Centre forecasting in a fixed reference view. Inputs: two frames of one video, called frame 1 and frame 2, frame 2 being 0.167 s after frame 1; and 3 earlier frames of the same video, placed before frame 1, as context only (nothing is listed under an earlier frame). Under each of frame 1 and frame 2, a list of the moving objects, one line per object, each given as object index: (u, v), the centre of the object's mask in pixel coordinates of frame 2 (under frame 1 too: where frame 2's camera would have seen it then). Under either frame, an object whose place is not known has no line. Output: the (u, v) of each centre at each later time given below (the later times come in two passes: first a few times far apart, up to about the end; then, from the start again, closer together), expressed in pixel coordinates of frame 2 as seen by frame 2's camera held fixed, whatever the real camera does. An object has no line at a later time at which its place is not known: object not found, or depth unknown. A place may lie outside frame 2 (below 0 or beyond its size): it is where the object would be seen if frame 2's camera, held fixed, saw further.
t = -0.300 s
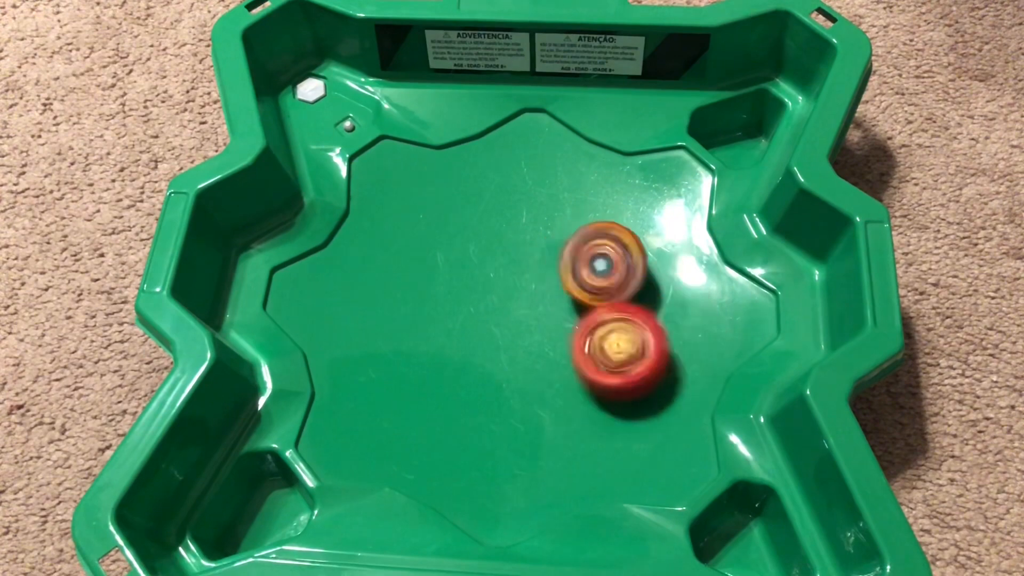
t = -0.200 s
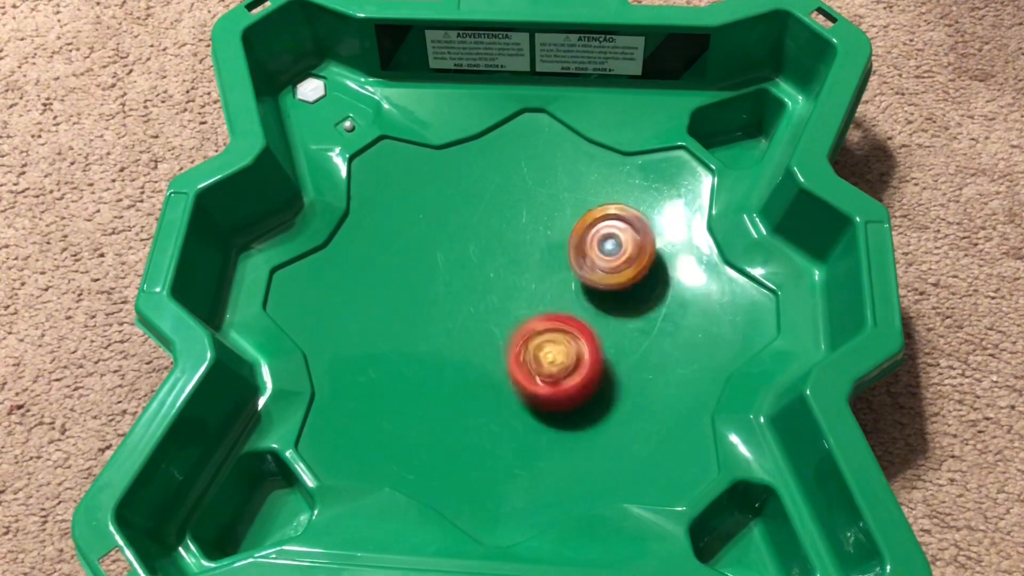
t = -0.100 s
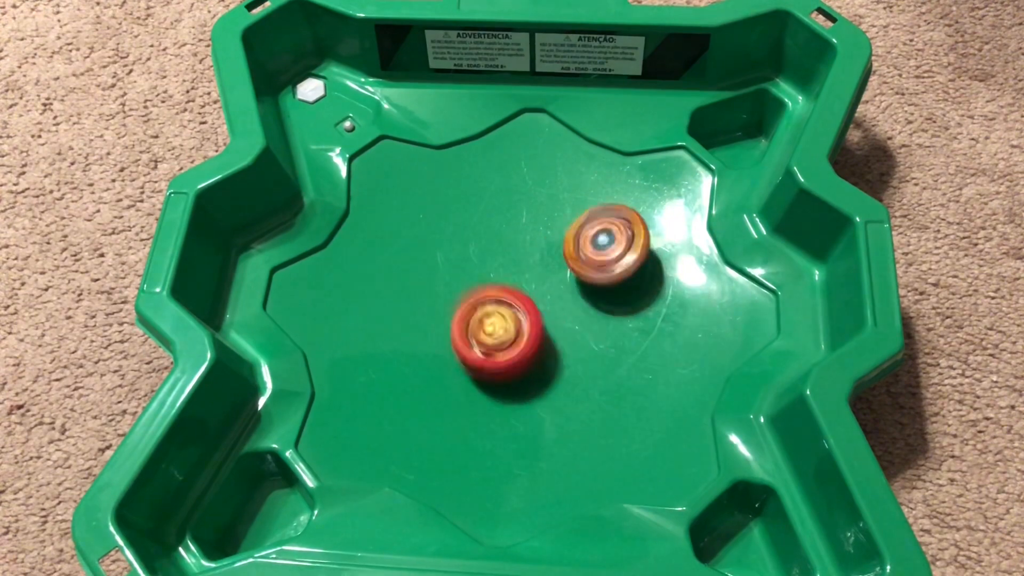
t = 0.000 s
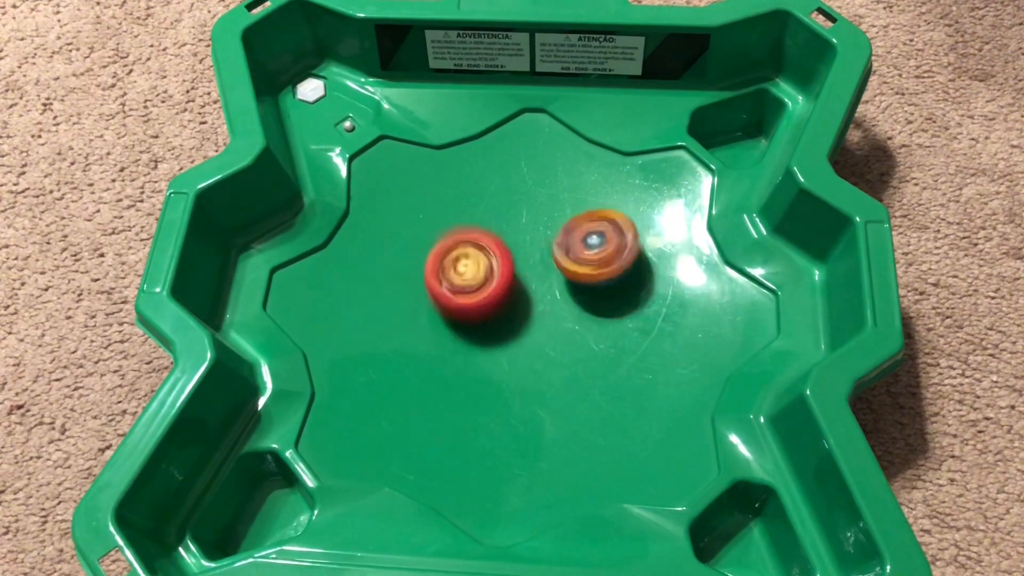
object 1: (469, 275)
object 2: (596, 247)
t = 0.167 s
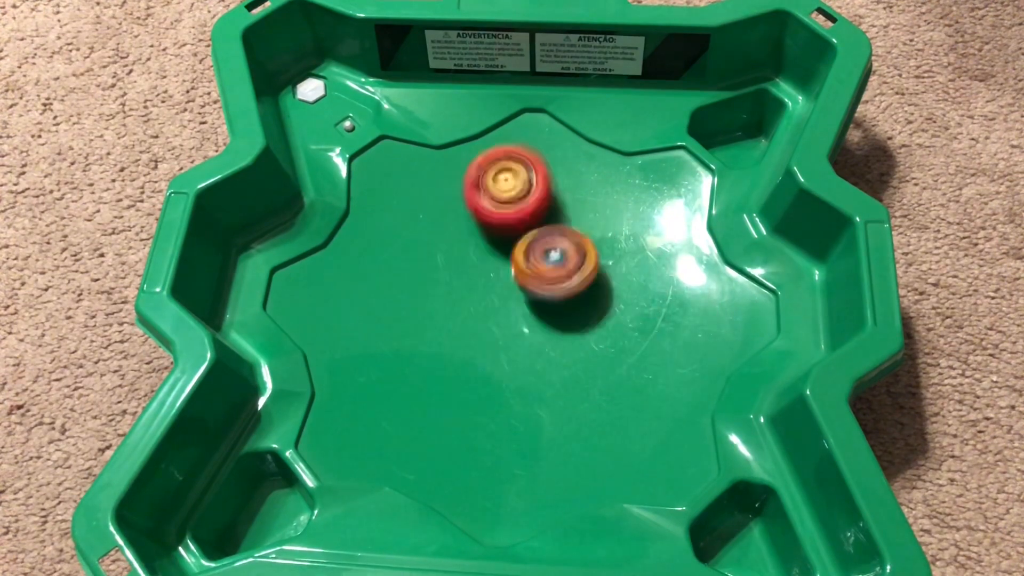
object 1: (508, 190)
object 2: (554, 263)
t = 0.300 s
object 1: (567, 191)
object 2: (526, 276)
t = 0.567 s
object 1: (644, 281)
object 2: (438, 336)
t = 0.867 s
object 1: (529, 337)
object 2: (405, 329)
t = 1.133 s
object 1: (534, 297)
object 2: (425, 323)
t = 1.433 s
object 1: (549, 277)
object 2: (484, 341)
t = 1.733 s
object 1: (570, 243)
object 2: (511, 388)
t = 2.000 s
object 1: (541, 286)
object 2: (517, 381)
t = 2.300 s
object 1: (457, 249)
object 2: (537, 369)
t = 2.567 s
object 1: (496, 269)
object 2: (553, 361)
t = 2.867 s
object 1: (464, 295)
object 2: (583, 384)
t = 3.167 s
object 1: (478, 304)
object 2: (563, 347)
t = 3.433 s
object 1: (457, 300)
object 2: (605, 302)
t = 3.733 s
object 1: (504, 311)
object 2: (596, 297)
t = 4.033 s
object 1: (461, 332)
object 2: (593, 296)
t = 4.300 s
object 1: (482, 308)
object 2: (583, 283)
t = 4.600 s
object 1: (474, 328)
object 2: (616, 263)
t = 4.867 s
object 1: (491, 332)
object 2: (574, 287)
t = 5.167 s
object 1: (497, 350)
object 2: (572, 279)
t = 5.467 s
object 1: (501, 347)
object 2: (572, 267)
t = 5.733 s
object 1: (508, 336)
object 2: (562, 264)
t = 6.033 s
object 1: (455, 352)
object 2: (586, 208)
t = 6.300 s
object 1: (498, 315)
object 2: (542, 230)
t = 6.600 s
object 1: (530, 329)
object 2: (515, 237)
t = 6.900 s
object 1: (553, 355)
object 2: (498, 255)
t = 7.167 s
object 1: (525, 356)
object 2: (491, 267)
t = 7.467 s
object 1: (525, 347)
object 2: (485, 266)
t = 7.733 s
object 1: (543, 345)
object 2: (492, 270)
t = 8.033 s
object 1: (553, 342)
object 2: (483, 274)
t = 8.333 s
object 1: (546, 335)
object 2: (464, 247)
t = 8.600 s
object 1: (536, 334)
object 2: (478, 270)
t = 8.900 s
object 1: (536, 347)
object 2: (473, 273)
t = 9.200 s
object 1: (534, 334)
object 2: (464, 277)
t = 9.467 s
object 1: (538, 340)
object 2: (479, 280)
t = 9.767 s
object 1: (537, 340)
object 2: (478, 280)
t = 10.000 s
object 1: (538, 340)
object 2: (478, 280)
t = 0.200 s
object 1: (522, 182)
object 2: (547, 269)
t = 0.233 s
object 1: (537, 179)
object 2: (540, 272)
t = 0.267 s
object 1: (553, 182)
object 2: (534, 274)
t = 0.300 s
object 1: (567, 191)
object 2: (526, 276)
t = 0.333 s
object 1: (578, 206)
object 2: (519, 275)
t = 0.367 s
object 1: (585, 224)
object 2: (513, 276)
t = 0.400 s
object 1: (598, 232)
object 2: (497, 287)
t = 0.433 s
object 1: (615, 236)
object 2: (476, 303)
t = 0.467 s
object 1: (627, 243)
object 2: (459, 315)
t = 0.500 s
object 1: (637, 255)
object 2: (449, 327)
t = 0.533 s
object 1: (642, 266)
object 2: (440, 332)
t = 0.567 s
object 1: (644, 281)
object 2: (438, 336)
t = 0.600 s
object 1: (641, 297)
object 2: (436, 336)
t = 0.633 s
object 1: (631, 313)
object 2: (438, 336)
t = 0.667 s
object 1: (617, 328)
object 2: (439, 337)
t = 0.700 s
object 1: (596, 340)
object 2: (441, 337)
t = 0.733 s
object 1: (574, 346)
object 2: (443, 339)
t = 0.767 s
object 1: (552, 347)
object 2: (444, 338)
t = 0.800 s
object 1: (534, 347)
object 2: (440, 338)
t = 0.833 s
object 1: (531, 343)
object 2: (421, 333)
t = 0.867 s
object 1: (529, 337)
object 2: (405, 329)
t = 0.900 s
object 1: (527, 332)
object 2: (400, 325)
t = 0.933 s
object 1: (526, 326)
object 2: (400, 323)
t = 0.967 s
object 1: (527, 320)
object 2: (404, 322)
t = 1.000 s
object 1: (529, 315)
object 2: (408, 324)
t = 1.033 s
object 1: (531, 310)
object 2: (410, 324)
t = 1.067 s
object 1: (532, 306)
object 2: (414, 326)
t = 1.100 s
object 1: (532, 301)
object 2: (417, 323)
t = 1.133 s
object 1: (534, 297)
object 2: (425, 323)
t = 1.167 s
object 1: (535, 293)
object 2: (432, 321)
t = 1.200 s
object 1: (536, 290)
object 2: (444, 320)
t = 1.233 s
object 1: (538, 287)
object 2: (452, 321)
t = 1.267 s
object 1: (542, 283)
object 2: (456, 322)
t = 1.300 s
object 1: (544, 280)
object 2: (459, 327)
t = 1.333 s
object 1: (546, 279)
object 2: (467, 328)
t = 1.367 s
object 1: (547, 278)
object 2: (472, 333)
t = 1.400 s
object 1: (548, 276)
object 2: (479, 335)
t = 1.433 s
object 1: (549, 277)
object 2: (484, 341)
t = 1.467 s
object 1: (549, 278)
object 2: (488, 343)
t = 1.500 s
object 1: (547, 278)
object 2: (493, 349)
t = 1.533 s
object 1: (548, 268)
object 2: (496, 361)
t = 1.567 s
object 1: (551, 258)
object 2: (501, 370)
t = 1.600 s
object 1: (556, 250)
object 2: (503, 375)
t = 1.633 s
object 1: (561, 245)
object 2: (509, 382)
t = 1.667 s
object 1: (566, 242)
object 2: (508, 385)
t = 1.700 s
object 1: (570, 242)
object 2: (511, 386)
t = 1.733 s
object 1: (570, 243)
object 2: (511, 388)
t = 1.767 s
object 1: (572, 244)
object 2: (511, 388)
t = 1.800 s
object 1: (573, 247)
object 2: (511, 388)
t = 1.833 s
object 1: (572, 253)
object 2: (514, 387)
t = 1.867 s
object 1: (570, 257)
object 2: (514, 387)
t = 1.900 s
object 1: (566, 265)
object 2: (515, 386)
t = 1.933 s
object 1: (559, 272)
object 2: (515, 384)
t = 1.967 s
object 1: (550, 279)
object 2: (517, 383)
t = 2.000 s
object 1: (541, 286)
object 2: (517, 381)
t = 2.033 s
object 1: (527, 292)
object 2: (519, 379)
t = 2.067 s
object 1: (511, 291)
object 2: (519, 378)
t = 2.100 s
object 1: (497, 289)
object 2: (522, 376)
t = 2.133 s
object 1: (484, 285)
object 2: (523, 376)
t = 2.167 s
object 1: (472, 278)
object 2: (526, 374)
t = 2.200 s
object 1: (465, 269)
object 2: (528, 372)
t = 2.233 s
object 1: (458, 261)
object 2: (532, 371)
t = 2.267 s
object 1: (455, 252)
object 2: (533, 370)
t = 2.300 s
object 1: (457, 249)
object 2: (537, 369)
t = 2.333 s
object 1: (457, 246)
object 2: (538, 368)
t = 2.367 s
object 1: (460, 243)
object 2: (541, 367)
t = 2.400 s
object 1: (465, 244)
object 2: (543, 366)
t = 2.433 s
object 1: (469, 246)
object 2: (546, 365)
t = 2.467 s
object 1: (476, 248)
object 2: (547, 364)
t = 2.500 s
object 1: (483, 252)
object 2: (550, 363)
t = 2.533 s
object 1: (489, 260)
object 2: (550, 363)
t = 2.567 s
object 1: (496, 269)
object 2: (553, 361)
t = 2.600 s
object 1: (501, 280)
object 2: (553, 361)
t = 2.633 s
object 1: (502, 291)
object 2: (555, 359)
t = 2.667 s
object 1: (496, 295)
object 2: (566, 371)
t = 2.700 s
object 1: (488, 295)
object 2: (579, 382)
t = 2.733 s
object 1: (481, 295)
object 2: (582, 388)
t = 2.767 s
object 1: (476, 296)
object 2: (583, 388)
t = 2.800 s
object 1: (469, 295)
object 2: (582, 388)
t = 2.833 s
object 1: (467, 295)
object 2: (583, 385)
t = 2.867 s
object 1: (464, 295)
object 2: (583, 384)
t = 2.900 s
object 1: (462, 294)
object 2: (583, 382)
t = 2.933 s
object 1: (462, 295)
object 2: (582, 380)
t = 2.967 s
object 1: (460, 295)
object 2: (581, 378)
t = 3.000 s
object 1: (462, 297)
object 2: (580, 376)
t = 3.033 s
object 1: (463, 298)
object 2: (579, 374)
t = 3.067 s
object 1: (466, 299)
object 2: (574, 369)
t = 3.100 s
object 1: (469, 301)
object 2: (571, 364)
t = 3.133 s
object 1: (472, 301)
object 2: (566, 356)
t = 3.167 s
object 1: (478, 304)
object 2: (563, 347)
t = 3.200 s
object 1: (477, 305)
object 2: (567, 340)
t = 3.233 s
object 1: (472, 305)
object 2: (579, 333)
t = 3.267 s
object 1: (466, 305)
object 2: (585, 329)
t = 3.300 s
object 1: (462, 304)
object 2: (591, 321)
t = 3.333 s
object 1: (459, 304)
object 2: (594, 316)
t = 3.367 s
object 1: (457, 302)
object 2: (600, 309)
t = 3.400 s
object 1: (457, 301)
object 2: (601, 306)
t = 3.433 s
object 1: (457, 300)
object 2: (605, 302)
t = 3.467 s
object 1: (459, 300)
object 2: (605, 302)
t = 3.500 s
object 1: (460, 300)
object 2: (605, 301)
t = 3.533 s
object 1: (466, 299)
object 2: (603, 301)
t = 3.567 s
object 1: (469, 299)
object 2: (603, 298)
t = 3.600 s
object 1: (476, 300)
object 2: (602, 299)
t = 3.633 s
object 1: (482, 303)
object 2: (602, 297)
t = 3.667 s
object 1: (490, 304)
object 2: (600, 298)
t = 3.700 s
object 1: (497, 308)
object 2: (598, 297)
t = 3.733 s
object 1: (504, 311)
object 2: (596, 297)
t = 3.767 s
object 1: (507, 318)
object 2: (601, 298)
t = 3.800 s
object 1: (507, 321)
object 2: (600, 301)
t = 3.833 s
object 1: (501, 328)
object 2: (603, 300)
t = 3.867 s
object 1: (491, 331)
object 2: (606, 300)
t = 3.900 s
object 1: (483, 336)
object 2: (603, 302)
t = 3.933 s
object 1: (474, 336)
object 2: (599, 300)
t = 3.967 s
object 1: (469, 336)
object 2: (596, 299)
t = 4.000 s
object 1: (463, 335)
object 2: (594, 296)
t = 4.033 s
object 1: (461, 332)
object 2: (593, 296)
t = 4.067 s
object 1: (457, 331)
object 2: (591, 294)
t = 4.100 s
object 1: (457, 328)
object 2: (590, 293)
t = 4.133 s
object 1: (457, 325)
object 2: (588, 291)
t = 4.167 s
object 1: (460, 322)
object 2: (588, 290)
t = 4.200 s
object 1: (461, 318)
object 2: (585, 288)
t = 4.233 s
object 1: (468, 314)
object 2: (585, 287)
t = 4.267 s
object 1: (472, 311)
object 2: (583, 285)
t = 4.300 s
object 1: (482, 308)
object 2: (583, 283)
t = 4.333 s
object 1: (490, 306)
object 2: (582, 282)
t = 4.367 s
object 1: (493, 308)
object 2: (592, 279)
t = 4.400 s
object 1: (488, 313)
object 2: (600, 274)
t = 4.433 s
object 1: (486, 317)
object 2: (607, 268)
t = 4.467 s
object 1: (481, 320)
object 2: (612, 264)
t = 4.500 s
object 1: (479, 323)
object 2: (616, 260)
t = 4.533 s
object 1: (476, 325)
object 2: (618, 261)
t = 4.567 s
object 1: (475, 328)
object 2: (617, 262)
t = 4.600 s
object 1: (474, 328)
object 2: (616, 263)
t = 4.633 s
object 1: (473, 330)
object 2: (612, 263)
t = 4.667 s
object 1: (474, 330)
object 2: (609, 264)
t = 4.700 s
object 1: (474, 331)
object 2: (605, 266)
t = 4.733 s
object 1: (478, 331)
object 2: (603, 269)
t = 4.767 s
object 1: (480, 331)
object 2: (597, 275)
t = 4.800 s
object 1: (485, 330)
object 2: (590, 279)
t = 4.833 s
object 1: (488, 330)
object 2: (581, 285)
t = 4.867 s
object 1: (491, 332)
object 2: (574, 287)
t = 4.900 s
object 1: (491, 335)
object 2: (575, 287)
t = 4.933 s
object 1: (493, 338)
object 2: (574, 287)
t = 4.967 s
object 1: (495, 339)
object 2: (573, 286)
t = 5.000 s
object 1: (495, 342)
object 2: (573, 286)
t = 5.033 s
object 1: (496, 343)
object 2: (573, 287)
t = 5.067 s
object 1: (496, 345)
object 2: (570, 286)
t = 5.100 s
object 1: (498, 346)
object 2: (568, 284)
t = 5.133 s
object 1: (497, 348)
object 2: (570, 280)
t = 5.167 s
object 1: (497, 350)
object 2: (572, 279)
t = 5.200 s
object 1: (497, 350)
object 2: (571, 281)
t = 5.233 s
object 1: (496, 352)
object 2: (568, 281)
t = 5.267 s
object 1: (497, 350)
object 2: (566, 278)
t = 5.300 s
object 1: (497, 349)
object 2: (566, 277)
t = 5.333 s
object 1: (500, 348)
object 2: (566, 276)
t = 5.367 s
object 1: (502, 346)
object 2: (566, 276)
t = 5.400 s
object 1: (504, 344)
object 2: (564, 276)
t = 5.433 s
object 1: (503, 346)
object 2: (570, 270)
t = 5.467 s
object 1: (501, 347)
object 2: (572, 267)
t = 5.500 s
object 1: (501, 347)
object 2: (574, 266)
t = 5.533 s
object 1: (499, 346)
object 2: (573, 267)
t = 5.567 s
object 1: (500, 347)
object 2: (569, 267)
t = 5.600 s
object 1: (501, 345)
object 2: (567, 265)
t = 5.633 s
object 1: (501, 344)
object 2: (566, 265)
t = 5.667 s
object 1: (504, 341)
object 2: (565, 264)
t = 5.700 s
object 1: (505, 338)
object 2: (564, 265)
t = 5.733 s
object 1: (508, 336)
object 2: (562, 264)
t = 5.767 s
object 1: (499, 343)
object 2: (571, 251)
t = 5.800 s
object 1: (486, 356)
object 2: (587, 230)
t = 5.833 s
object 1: (480, 364)
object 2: (595, 217)
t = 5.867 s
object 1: (472, 367)
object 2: (602, 210)
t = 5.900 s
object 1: (463, 367)
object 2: (603, 208)
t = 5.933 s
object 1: (459, 366)
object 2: (599, 207)
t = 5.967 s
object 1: (456, 362)
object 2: (596, 206)
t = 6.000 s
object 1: (453, 357)
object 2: (592, 206)
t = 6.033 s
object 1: (455, 352)
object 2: (586, 208)
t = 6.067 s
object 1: (457, 346)
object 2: (580, 209)
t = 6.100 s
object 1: (460, 341)
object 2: (577, 212)
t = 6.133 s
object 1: (467, 332)
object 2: (572, 217)
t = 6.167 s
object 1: (475, 327)
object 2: (566, 222)
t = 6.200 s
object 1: (480, 322)
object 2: (559, 229)
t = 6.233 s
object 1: (489, 316)
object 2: (549, 234)
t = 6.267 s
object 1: (496, 311)
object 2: (541, 237)
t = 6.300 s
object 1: (498, 315)
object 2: (542, 230)
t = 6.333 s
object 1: (502, 317)
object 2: (541, 228)
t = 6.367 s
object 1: (506, 319)
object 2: (538, 227)
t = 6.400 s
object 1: (508, 321)
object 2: (532, 227)
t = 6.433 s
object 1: (512, 322)
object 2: (526, 226)
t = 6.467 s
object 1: (518, 324)
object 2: (523, 226)
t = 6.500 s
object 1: (520, 325)
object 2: (523, 226)
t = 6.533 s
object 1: (525, 327)
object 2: (522, 230)
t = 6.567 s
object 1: (528, 328)
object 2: (519, 233)
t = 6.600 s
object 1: (530, 329)
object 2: (515, 237)
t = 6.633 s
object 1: (535, 330)
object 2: (512, 239)
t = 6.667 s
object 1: (536, 330)
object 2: (512, 241)
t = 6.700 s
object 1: (537, 330)
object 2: (512, 244)
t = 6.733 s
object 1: (540, 330)
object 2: (511, 248)
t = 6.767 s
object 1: (542, 331)
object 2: (508, 251)
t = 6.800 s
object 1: (546, 337)
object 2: (507, 250)
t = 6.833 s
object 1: (549, 344)
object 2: (503, 252)
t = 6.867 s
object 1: (552, 349)
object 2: (500, 254)
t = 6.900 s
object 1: (553, 355)
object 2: (498, 255)
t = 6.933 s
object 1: (550, 360)
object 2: (496, 254)
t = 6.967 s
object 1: (549, 363)
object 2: (498, 253)
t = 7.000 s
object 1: (546, 365)
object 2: (499, 256)
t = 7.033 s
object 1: (541, 365)
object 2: (499, 259)
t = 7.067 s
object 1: (539, 364)
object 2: (497, 263)
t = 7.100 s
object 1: (534, 362)
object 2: (493, 268)
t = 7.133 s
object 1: (530, 359)
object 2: (491, 267)
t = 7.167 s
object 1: (525, 356)
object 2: (491, 267)
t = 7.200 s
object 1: (521, 350)
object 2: (491, 267)
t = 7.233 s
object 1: (519, 348)
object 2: (491, 266)
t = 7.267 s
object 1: (520, 351)
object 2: (491, 258)
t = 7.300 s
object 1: (523, 350)
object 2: (492, 257)
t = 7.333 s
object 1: (522, 349)
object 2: (490, 256)
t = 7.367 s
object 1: (521, 351)
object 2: (489, 258)
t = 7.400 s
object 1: (522, 351)
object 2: (488, 259)
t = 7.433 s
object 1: (525, 349)
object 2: (487, 262)
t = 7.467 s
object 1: (525, 347)
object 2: (485, 266)
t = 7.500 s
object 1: (524, 345)
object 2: (484, 265)
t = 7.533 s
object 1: (527, 342)
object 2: (485, 265)
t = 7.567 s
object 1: (531, 343)
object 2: (485, 261)
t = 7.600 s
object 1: (534, 343)
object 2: (487, 256)
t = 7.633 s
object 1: (535, 343)
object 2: (492, 257)
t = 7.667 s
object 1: (538, 344)
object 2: (495, 262)
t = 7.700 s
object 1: (540, 343)
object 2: (495, 267)
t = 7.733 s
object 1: (543, 345)
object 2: (492, 270)
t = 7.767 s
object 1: (546, 348)
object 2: (488, 270)
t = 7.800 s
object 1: (550, 349)
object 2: (483, 269)
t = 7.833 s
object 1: (551, 349)
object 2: (482, 267)
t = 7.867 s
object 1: (553, 351)
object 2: (485, 267)
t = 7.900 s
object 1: (554, 351)
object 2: (487, 269)
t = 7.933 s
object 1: (555, 350)
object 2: (487, 271)
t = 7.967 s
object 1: (555, 348)
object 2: (486, 272)
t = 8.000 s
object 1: (555, 345)
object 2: (484, 274)
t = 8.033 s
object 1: (553, 342)
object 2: (483, 274)
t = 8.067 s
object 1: (551, 341)
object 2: (481, 274)
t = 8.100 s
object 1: (549, 338)
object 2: (482, 272)
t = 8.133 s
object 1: (547, 335)
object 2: (483, 271)
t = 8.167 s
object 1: (544, 333)
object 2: (483, 268)
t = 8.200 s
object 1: (542, 333)
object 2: (483, 266)
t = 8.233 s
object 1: (541, 331)
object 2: (483, 266)
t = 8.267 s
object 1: (540, 331)
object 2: (477, 263)
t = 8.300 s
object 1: (544, 333)
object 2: (468, 252)
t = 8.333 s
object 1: (546, 335)
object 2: (464, 247)
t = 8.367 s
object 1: (550, 335)
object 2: (463, 244)
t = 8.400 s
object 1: (550, 333)
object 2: (464, 243)
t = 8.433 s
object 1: (548, 332)
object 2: (465, 245)
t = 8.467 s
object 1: (545, 332)
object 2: (466, 249)
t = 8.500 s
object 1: (540, 334)
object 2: (465, 254)
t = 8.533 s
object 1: (537, 336)
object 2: (468, 257)
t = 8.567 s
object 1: (537, 335)
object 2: (472, 263)
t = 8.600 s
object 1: (536, 334)
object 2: (478, 270)
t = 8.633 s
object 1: (537, 339)
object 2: (477, 269)
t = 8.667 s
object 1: (536, 344)
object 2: (476, 268)
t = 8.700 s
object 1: (535, 348)
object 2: (476, 267)
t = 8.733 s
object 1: (536, 348)
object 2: (477, 268)
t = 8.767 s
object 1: (536, 348)
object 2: (477, 269)
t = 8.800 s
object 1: (535, 348)
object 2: (477, 270)
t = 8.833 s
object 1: (536, 345)
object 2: (475, 272)
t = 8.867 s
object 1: (535, 345)
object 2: (474, 273)
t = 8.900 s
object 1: (536, 347)
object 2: (473, 273)
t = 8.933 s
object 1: (541, 349)
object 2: (471, 274)
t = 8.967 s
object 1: (549, 346)
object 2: (470, 274)
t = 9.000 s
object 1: (553, 341)
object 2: (468, 277)
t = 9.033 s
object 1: (552, 336)
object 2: (467, 277)
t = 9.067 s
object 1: (548, 331)
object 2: (467, 277)
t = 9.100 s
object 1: (541, 329)
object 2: (467, 277)
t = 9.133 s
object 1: (535, 330)
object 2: (468, 277)
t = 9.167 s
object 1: (534, 332)
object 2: (466, 277)
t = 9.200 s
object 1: (534, 334)
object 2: (464, 277)
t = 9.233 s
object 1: (535, 337)
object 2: (463, 277)
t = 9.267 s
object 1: (536, 339)
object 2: (464, 277)
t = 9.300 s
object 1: (537, 340)
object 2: (465, 276)
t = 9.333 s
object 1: (537, 340)
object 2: (467, 276)
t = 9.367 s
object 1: (537, 340)
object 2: (470, 277)
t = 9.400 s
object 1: (538, 340)
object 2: (475, 278)
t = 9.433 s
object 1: (538, 340)
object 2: (478, 279)
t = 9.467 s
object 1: (538, 340)
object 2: (479, 280)
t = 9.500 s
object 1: (538, 340)
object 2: (479, 280)
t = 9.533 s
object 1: (538, 340)
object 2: (479, 280)
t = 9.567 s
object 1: (538, 340)
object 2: (478, 280)
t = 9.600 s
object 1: (538, 340)
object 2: (478, 280)
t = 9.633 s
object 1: (538, 340)
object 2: (478, 280)
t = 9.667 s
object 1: (538, 340)
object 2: (478, 280)
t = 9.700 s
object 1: (537, 340)
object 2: (478, 280)
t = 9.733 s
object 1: (537, 340)
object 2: (478, 280)
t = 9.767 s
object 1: (537, 340)
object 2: (478, 280)
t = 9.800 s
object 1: (538, 340)
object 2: (478, 280)
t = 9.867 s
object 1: (537, 340)
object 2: (478, 280)
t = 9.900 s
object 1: (537, 340)
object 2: (478, 280)
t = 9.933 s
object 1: (537, 340)
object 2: (478, 280)
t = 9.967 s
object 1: (537, 340)
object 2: (478, 280)
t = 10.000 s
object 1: (538, 340)
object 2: (478, 280)
